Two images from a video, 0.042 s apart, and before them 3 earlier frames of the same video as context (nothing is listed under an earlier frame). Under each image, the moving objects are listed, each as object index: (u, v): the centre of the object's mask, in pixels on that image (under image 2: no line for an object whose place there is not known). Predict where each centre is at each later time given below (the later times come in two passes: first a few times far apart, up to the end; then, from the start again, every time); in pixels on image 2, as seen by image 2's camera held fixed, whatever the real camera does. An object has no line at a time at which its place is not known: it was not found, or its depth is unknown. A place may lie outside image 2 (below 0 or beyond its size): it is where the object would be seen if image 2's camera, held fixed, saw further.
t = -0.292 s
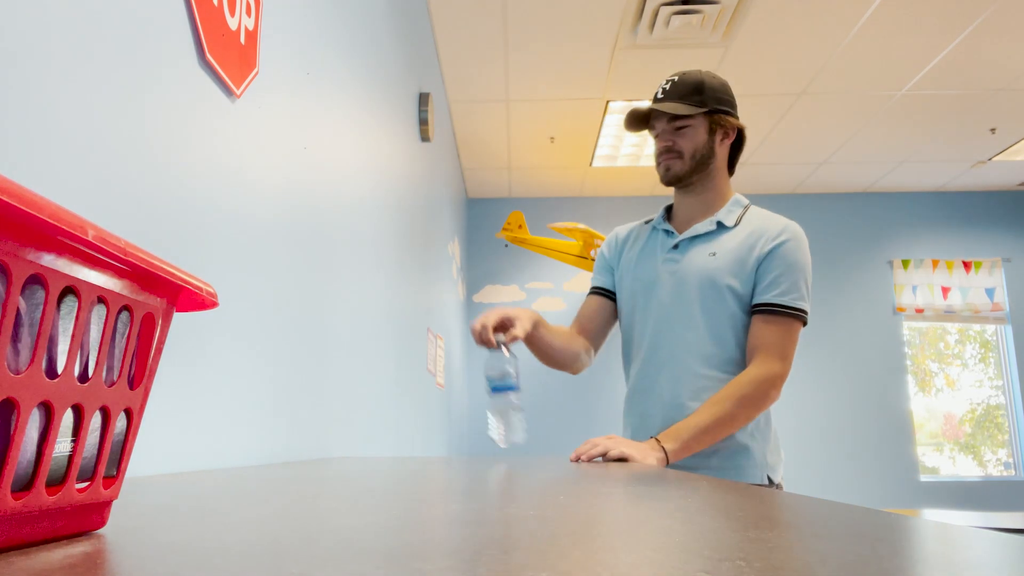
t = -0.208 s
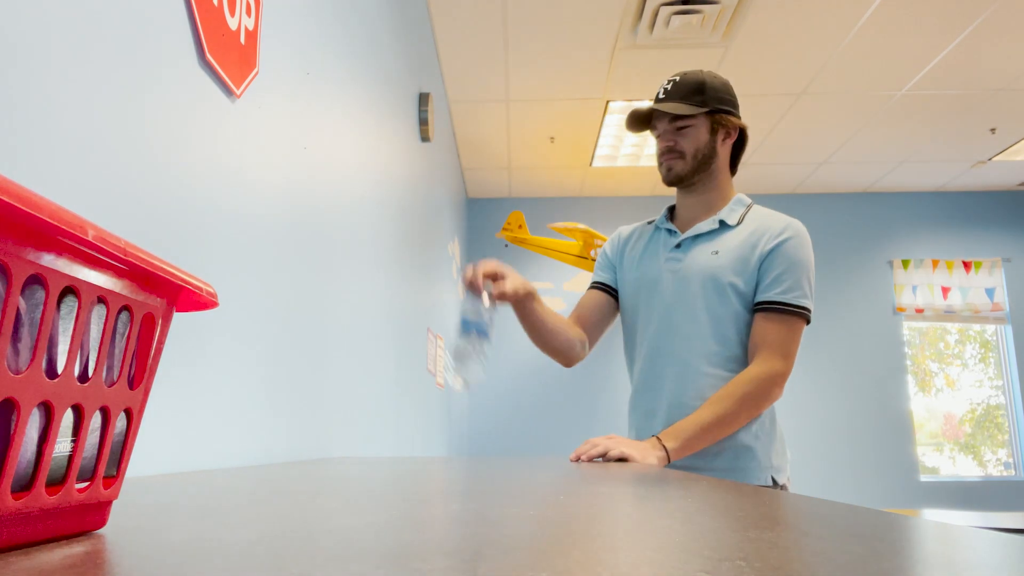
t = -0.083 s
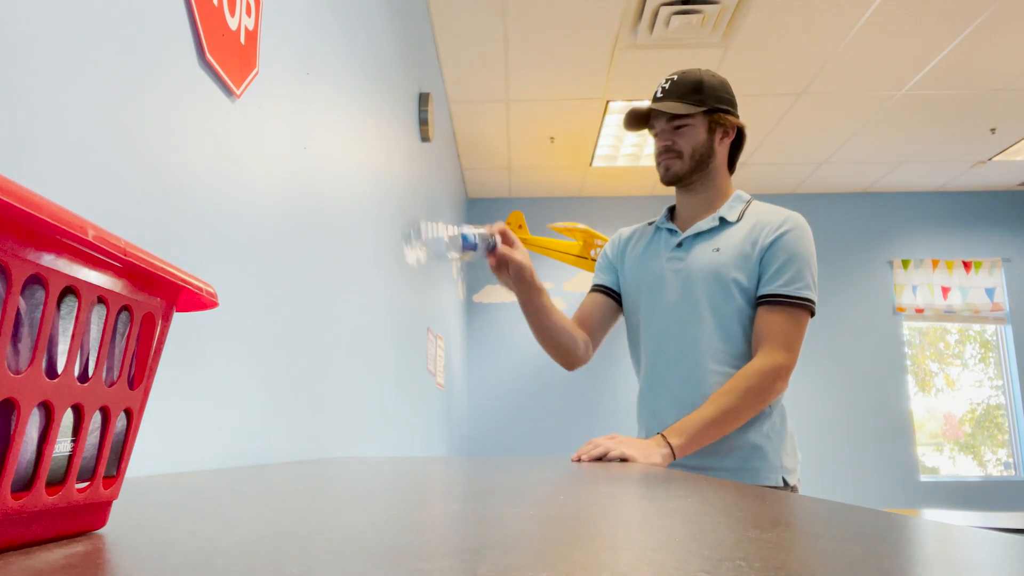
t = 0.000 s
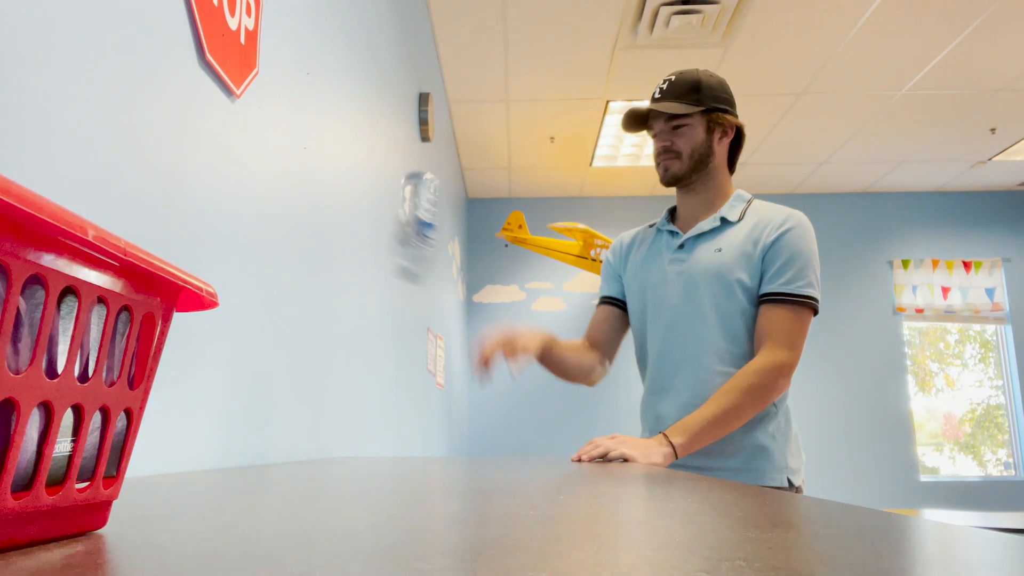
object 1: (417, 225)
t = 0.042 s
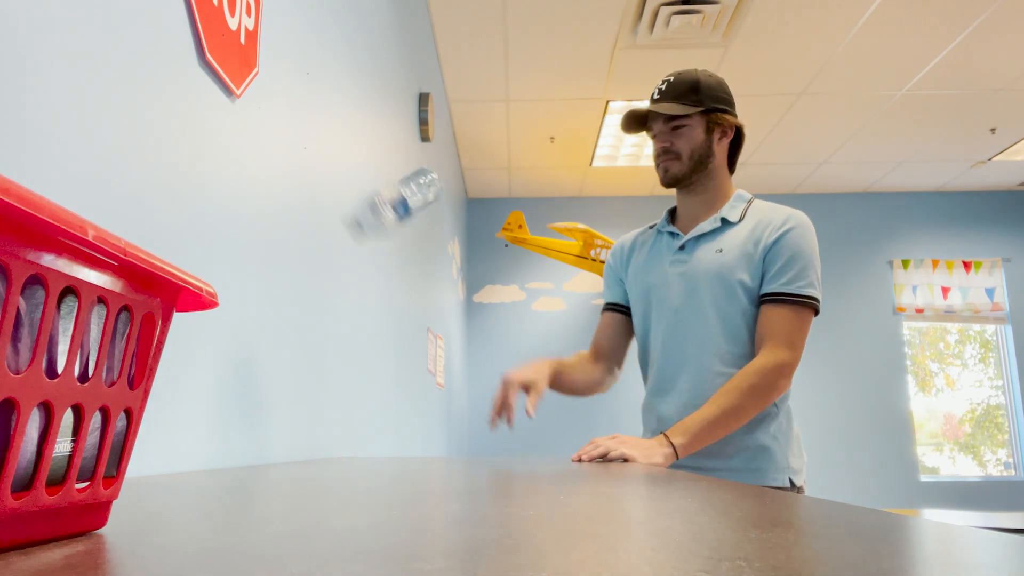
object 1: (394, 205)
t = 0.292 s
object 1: (373, 353)
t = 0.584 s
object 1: (369, 408)
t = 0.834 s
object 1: (345, 408)
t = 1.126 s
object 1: (345, 408)
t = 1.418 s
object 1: (345, 408)
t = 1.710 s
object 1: (345, 408)
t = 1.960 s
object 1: (345, 408)
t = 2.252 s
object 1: (345, 408)
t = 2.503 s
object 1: (345, 408)
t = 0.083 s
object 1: (388, 189)
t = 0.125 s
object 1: (387, 193)
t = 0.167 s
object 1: (385, 213)
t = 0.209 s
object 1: (382, 245)
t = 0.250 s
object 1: (377, 291)
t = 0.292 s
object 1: (373, 353)
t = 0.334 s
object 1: (369, 411)
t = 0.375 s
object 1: (371, 408)
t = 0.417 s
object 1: (370, 409)
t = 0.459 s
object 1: (369, 408)
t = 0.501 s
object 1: (369, 408)
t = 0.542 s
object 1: (369, 408)
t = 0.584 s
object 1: (369, 408)
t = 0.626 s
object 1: (368, 408)
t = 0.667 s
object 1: (363, 408)
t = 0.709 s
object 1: (354, 407)
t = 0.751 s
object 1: (347, 406)
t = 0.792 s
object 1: (346, 407)
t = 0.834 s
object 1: (345, 408)
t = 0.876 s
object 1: (345, 408)
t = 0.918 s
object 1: (345, 408)
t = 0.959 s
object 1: (345, 408)
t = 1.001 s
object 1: (345, 408)
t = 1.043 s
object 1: (345, 408)
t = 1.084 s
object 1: (345, 408)
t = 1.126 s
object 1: (345, 408)
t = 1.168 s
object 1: (345, 408)
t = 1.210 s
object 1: (345, 408)
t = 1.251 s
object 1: (345, 408)
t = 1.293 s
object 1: (345, 408)
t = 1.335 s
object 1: (345, 408)
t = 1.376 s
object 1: (345, 408)
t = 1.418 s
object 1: (345, 408)
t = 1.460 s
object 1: (345, 408)
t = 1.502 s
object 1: (345, 408)
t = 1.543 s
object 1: (345, 408)
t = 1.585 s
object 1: (345, 408)
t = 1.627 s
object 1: (345, 408)
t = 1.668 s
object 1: (345, 408)
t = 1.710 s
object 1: (345, 408)
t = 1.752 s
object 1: (345, 408)
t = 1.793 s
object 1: (345, 408)
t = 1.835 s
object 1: (345, 408)
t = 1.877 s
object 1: (345, 408)
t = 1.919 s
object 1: (345, 408)
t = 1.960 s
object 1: (345, 408)
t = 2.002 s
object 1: (345, 408)
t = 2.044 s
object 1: (345, 408)
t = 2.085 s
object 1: (345, 408)
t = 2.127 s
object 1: (345, 408)
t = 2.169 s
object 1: (345, 408)
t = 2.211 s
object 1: (345, 408)
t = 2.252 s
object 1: (345, 408)
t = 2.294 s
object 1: (345, 408)
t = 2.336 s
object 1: (345, 408)
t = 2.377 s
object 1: (345, 408)
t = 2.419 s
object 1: (345, 408)
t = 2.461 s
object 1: (345, 408)
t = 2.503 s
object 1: (345, 408)
